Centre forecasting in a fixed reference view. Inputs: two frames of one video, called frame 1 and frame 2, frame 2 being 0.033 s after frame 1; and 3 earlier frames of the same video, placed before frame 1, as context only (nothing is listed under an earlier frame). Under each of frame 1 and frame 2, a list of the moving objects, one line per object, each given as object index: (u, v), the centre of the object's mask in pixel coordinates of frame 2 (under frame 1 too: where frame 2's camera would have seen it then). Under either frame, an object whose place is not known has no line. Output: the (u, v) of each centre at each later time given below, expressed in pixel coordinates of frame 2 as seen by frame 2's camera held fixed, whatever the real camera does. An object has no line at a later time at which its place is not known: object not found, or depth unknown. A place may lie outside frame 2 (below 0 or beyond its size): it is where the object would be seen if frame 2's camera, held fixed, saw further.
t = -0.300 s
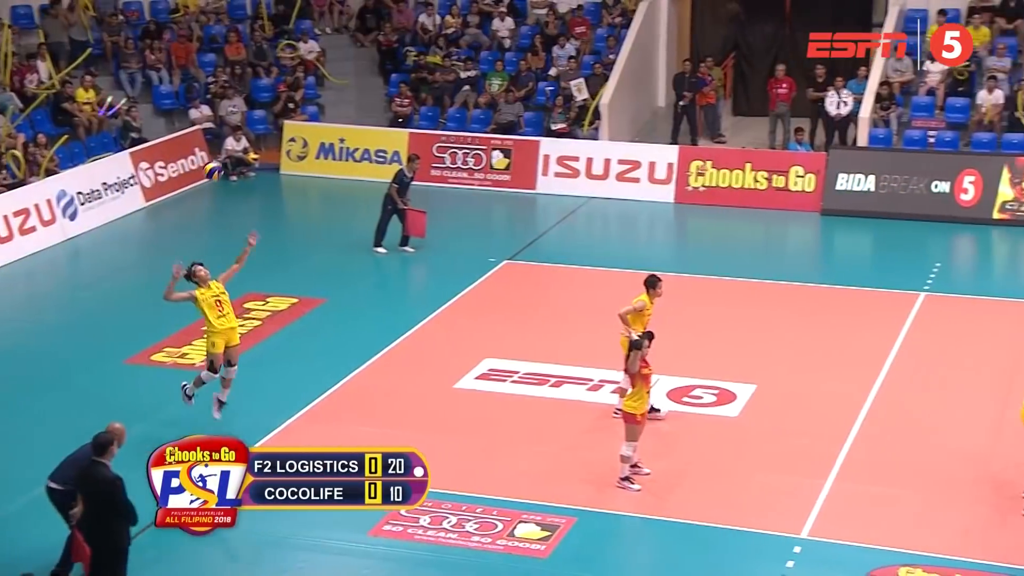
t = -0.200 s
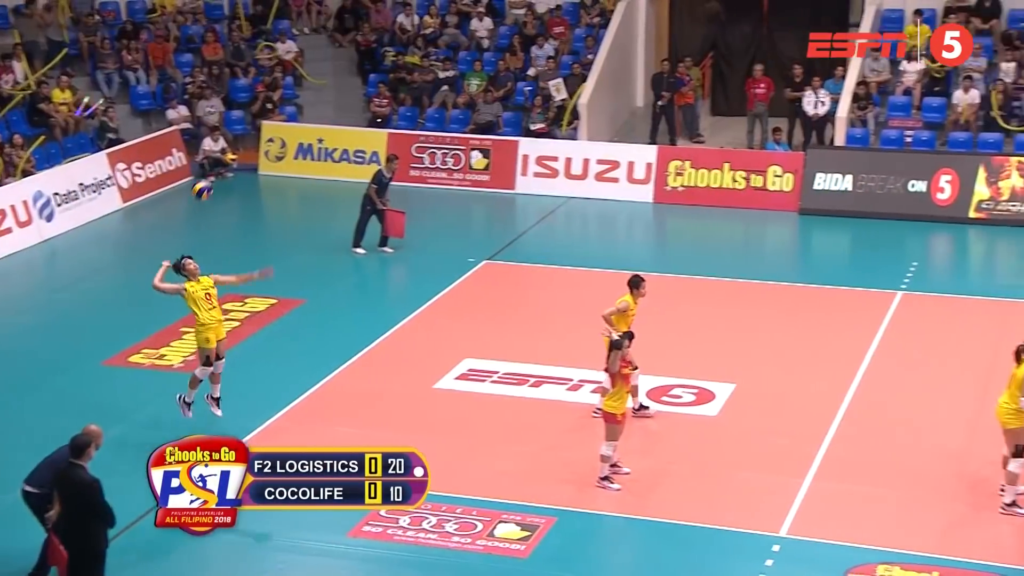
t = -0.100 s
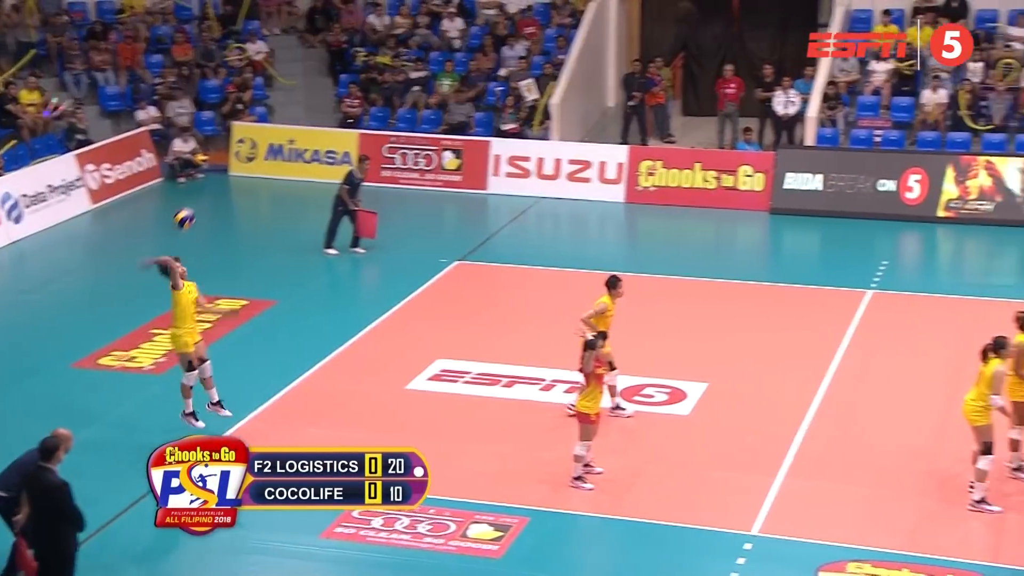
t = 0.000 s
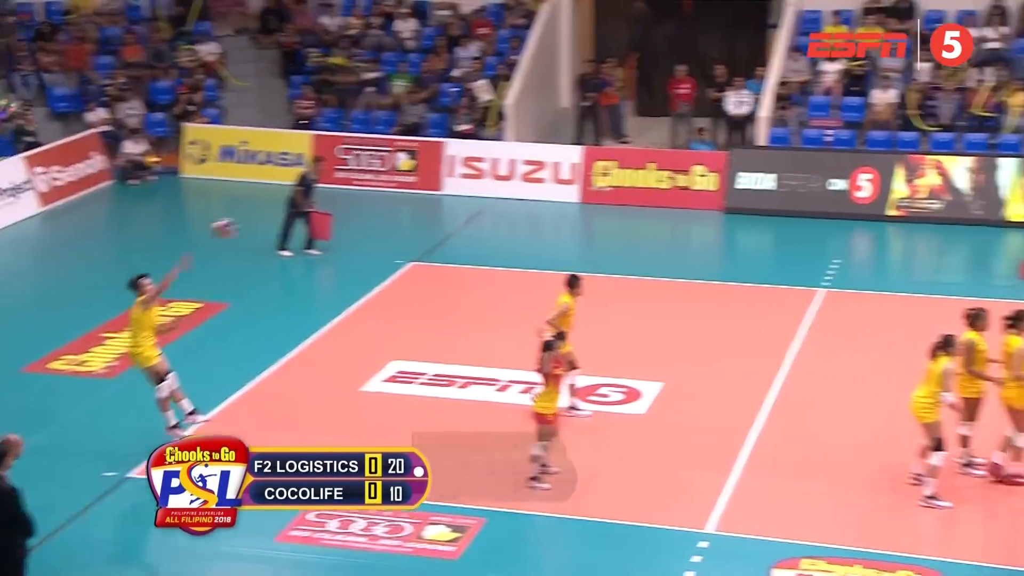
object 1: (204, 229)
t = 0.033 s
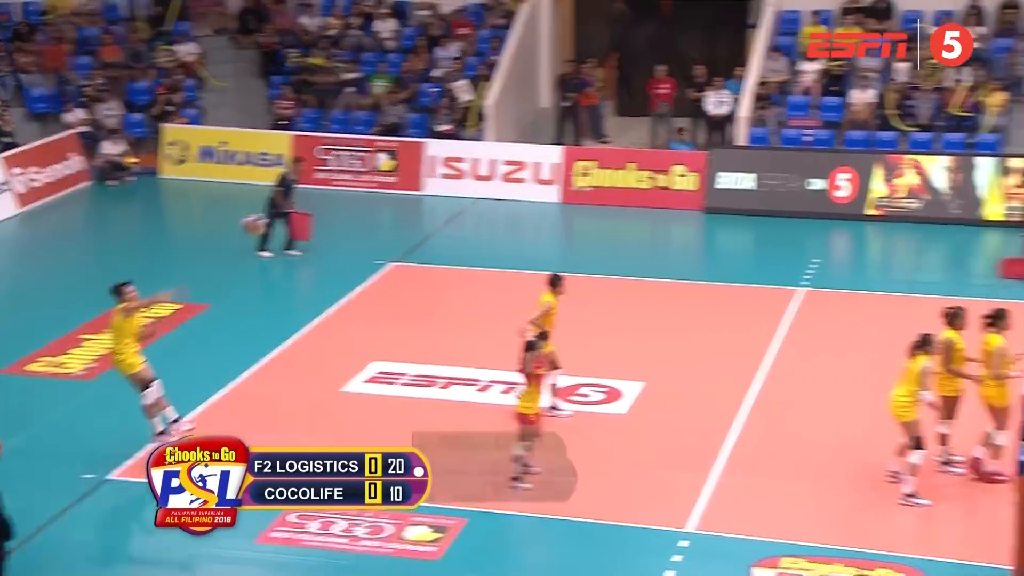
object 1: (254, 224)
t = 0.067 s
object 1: (308, 219)
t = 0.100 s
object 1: (357, 218)
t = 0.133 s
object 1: (408, 217)
